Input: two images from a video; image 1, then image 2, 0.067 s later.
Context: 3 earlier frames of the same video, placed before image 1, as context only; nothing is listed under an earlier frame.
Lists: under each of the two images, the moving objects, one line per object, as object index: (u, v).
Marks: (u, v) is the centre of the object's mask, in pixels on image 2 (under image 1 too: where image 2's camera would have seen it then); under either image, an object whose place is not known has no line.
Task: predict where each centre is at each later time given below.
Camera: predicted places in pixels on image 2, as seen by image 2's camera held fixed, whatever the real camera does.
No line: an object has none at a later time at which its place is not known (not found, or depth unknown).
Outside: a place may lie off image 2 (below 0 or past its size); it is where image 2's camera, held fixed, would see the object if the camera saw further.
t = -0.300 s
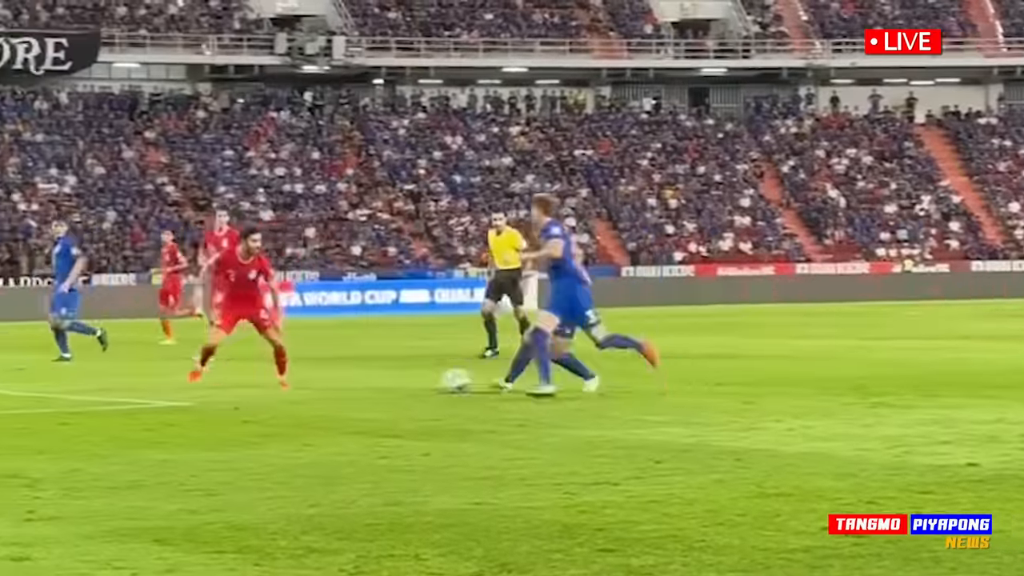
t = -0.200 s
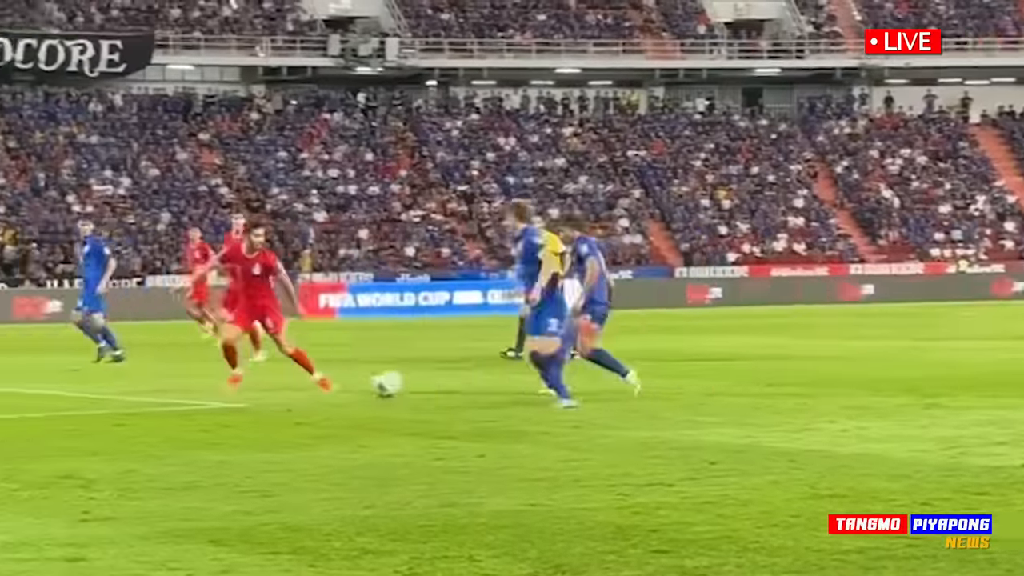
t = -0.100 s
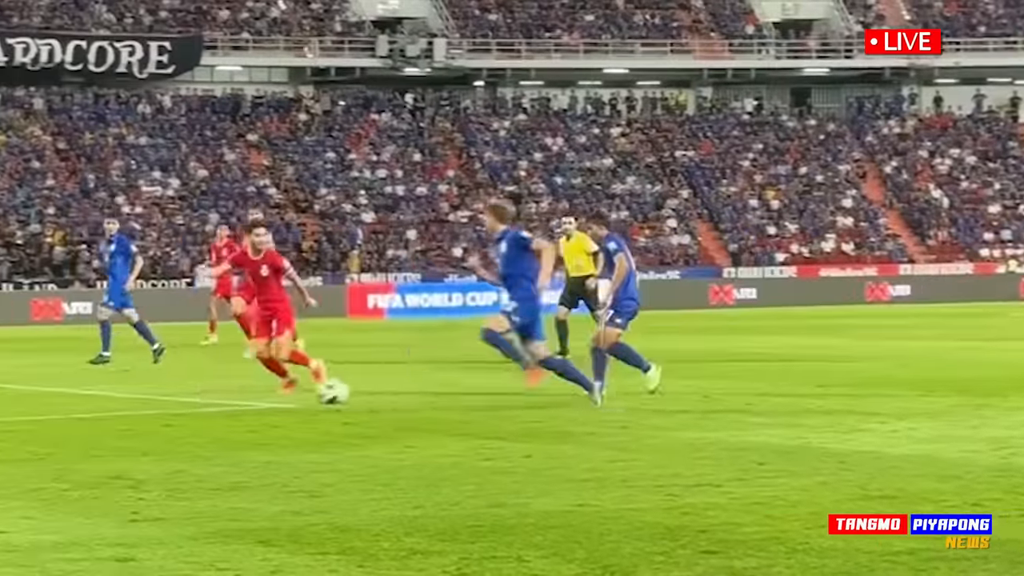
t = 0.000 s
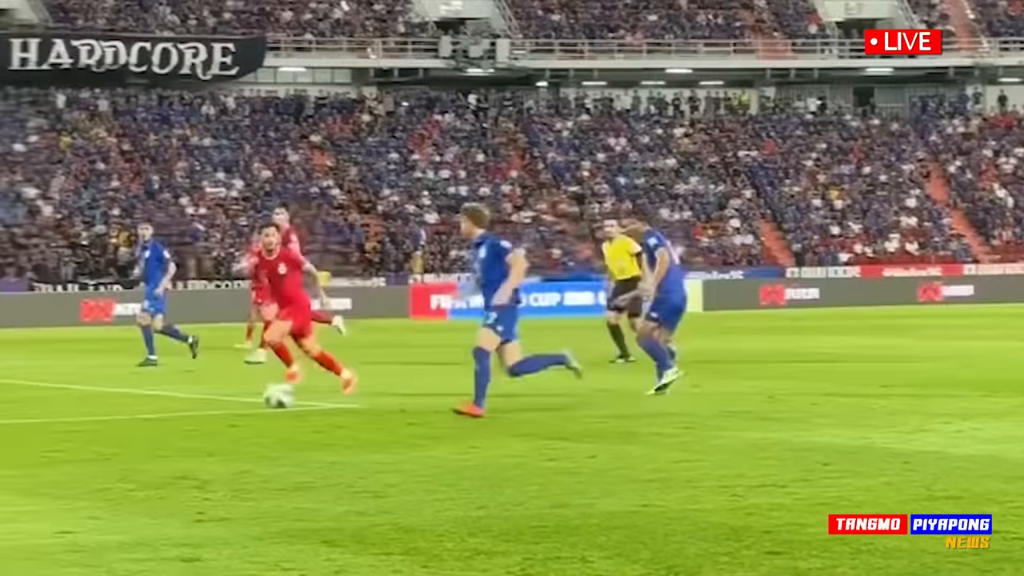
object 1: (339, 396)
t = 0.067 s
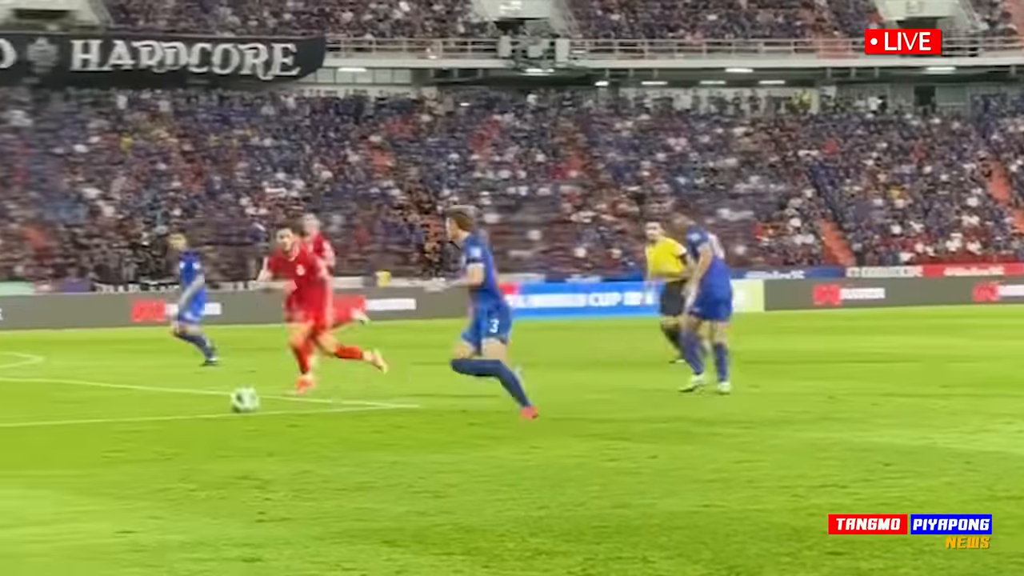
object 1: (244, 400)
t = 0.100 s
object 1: (227, 400)
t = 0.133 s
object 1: (190, 401)
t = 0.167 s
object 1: (154, 404)
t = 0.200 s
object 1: (117, 406)
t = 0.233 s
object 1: (82, 406)
